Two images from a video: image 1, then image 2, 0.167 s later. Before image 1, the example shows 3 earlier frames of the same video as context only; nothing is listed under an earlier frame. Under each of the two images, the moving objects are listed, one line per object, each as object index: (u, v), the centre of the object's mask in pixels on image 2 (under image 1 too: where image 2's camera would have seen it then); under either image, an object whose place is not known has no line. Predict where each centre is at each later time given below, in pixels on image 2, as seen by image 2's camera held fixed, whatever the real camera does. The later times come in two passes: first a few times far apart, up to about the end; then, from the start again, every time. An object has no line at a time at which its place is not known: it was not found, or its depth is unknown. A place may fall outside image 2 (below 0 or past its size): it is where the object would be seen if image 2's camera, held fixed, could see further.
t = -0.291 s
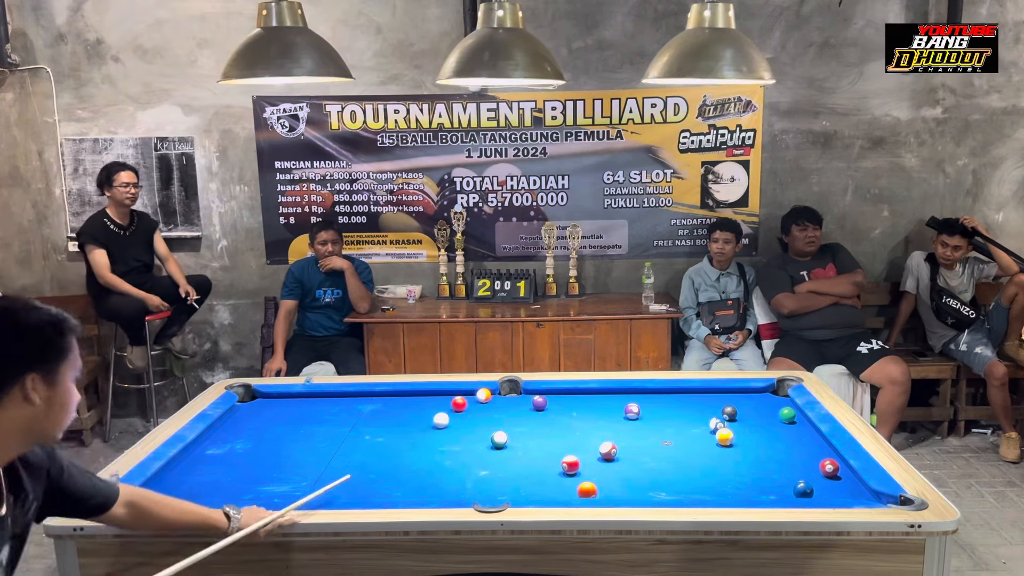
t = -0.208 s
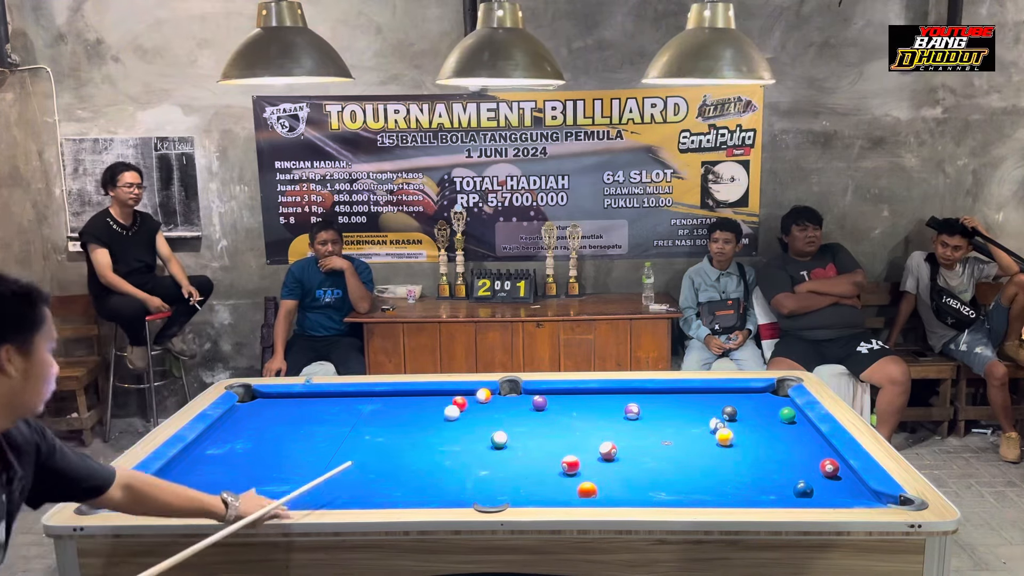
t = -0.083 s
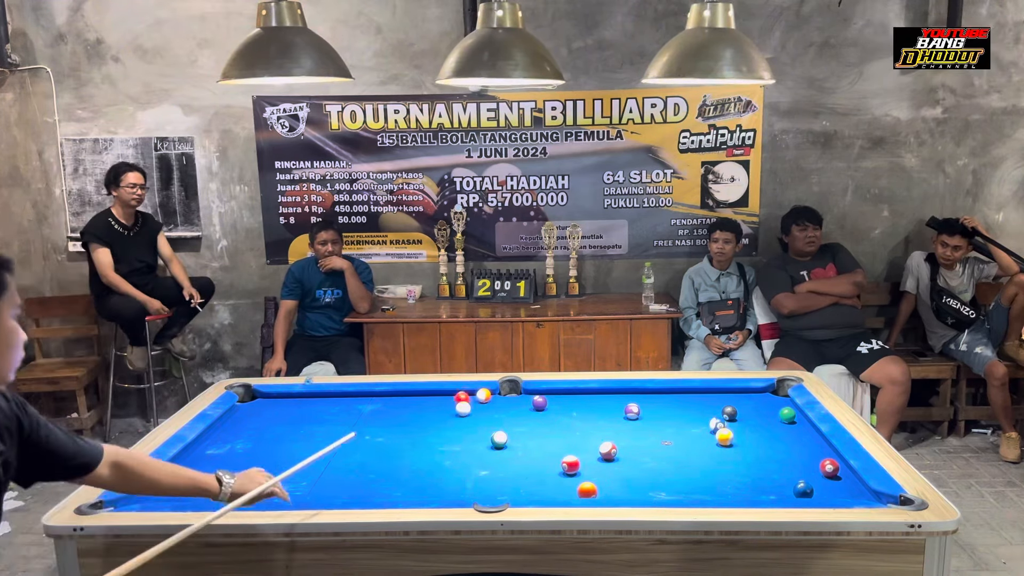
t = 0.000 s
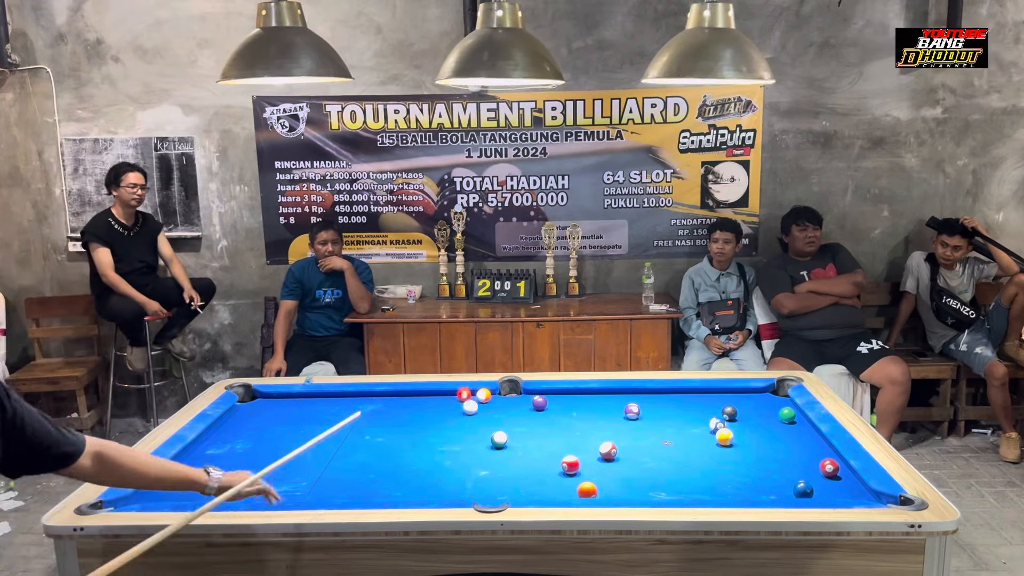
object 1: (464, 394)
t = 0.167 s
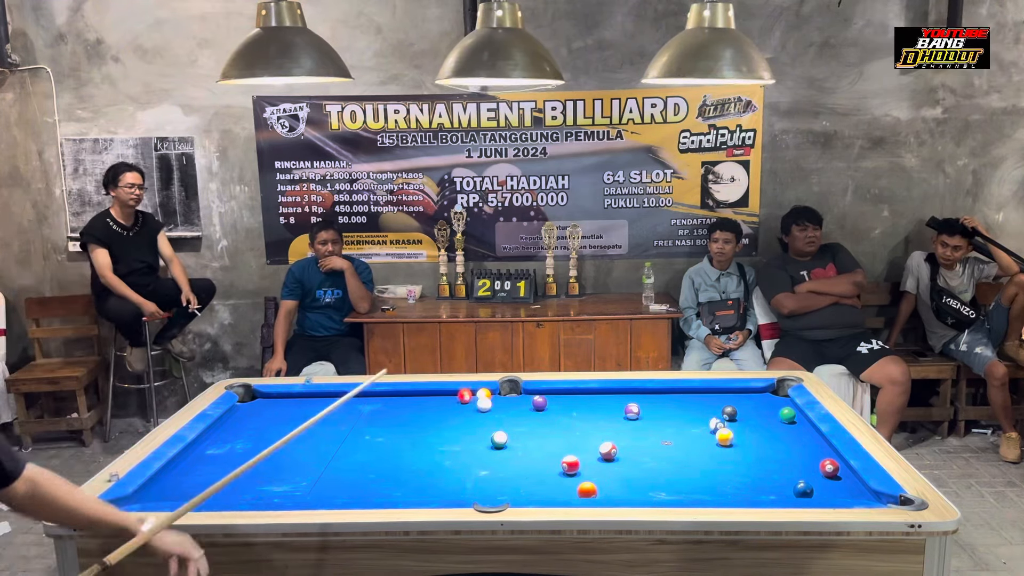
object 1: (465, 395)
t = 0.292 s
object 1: (465, 399)
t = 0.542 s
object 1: (465, 405)
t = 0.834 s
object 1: (465, 413)
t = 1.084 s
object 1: (464, 419)
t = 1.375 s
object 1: (464, 426)
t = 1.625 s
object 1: (464, 432)
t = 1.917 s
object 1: (463, 437)
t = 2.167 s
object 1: (462, 442)
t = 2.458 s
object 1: (462, 447)
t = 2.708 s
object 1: (462, 451)
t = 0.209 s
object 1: (465, 397)
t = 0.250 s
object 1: (465, 398)
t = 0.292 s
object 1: (465, 399)
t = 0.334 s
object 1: (465, 400)
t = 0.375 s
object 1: (465, 401)
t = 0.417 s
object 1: (465, 402)
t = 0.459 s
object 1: (465, 403)
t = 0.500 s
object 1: (465, 404)
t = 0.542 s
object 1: (465, 405)
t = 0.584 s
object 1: (465, 406)
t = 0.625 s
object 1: (465, 408)
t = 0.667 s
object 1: (465, 409)
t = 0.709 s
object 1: (465, 410)
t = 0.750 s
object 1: (465, 410)
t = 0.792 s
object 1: (465, 412)
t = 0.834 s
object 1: (465, 413)
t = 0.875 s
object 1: (465, 414)
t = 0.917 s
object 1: (465, 415)
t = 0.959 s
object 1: (465, 416)
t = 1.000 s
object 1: (465, 417)
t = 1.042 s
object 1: (464, 418)
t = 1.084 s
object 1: (464, 419)
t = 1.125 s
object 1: (464, 420)
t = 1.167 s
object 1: (464, 421)
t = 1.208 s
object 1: (464, 422)
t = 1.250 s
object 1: (464, 423)
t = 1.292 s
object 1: (464, 424)
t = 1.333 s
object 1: (464, 425)
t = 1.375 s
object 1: (464, 426)
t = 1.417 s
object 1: (464, 426)
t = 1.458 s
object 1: (464, 428)
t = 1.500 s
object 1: (464, 429)
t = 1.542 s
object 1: (464, 430)
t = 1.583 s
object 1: (464, 430)
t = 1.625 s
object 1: (464, 432)
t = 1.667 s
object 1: (463, 432)
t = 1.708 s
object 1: (463, 433)
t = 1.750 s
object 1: (463, 434)
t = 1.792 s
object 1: (463, 435)
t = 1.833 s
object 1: (463, 436)
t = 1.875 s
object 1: (463, 437)
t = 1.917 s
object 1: (463, 437)
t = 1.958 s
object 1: (463, 439)
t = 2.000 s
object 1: (463, 439)
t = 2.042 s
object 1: (463, 440)
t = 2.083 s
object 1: (462, 441)
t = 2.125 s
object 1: (462, 442)
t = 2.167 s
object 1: (462, 442)
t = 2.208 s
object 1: (462, 443)
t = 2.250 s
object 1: (462, 444)
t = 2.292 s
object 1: (462, 445)
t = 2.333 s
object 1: (462, 445)
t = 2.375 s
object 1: (462, 446)
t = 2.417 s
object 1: (462, 447)
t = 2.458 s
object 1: (462, 447)
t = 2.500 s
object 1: (462, 448)
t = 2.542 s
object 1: (462, 449)
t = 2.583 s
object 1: (462, 449)
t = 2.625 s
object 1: (462, 450)
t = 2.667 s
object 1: (462, 450)
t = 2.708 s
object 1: (462, 451)
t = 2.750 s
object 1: (462, 451)
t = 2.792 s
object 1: (462, 452)
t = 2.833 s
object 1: (461, 453)
